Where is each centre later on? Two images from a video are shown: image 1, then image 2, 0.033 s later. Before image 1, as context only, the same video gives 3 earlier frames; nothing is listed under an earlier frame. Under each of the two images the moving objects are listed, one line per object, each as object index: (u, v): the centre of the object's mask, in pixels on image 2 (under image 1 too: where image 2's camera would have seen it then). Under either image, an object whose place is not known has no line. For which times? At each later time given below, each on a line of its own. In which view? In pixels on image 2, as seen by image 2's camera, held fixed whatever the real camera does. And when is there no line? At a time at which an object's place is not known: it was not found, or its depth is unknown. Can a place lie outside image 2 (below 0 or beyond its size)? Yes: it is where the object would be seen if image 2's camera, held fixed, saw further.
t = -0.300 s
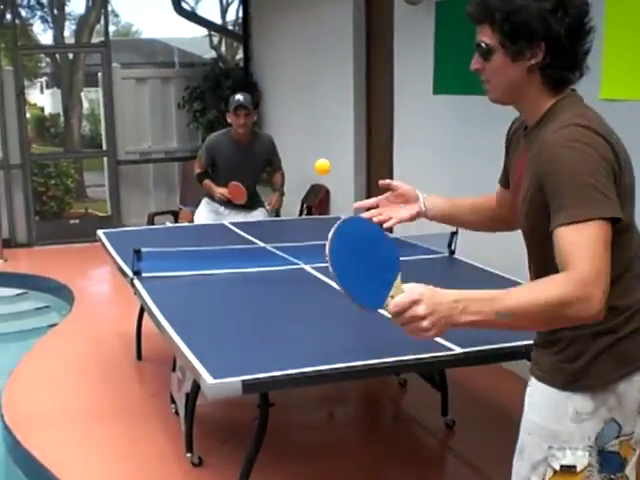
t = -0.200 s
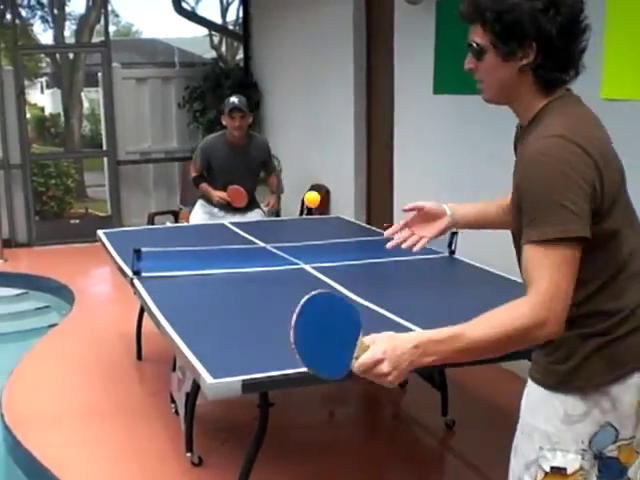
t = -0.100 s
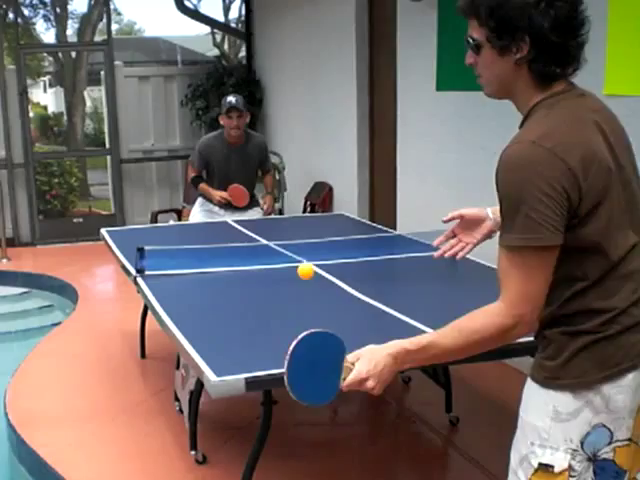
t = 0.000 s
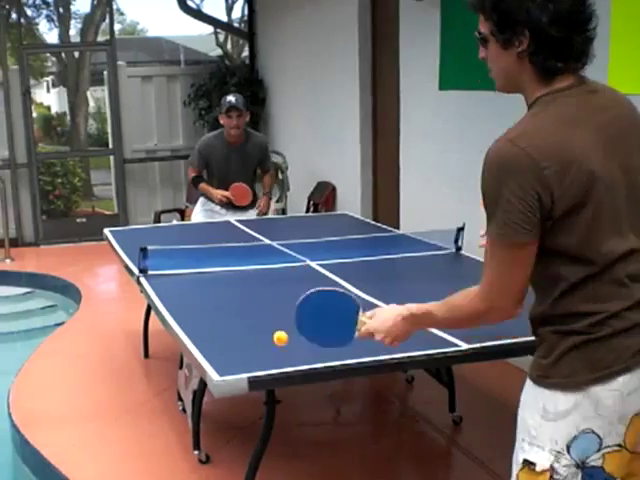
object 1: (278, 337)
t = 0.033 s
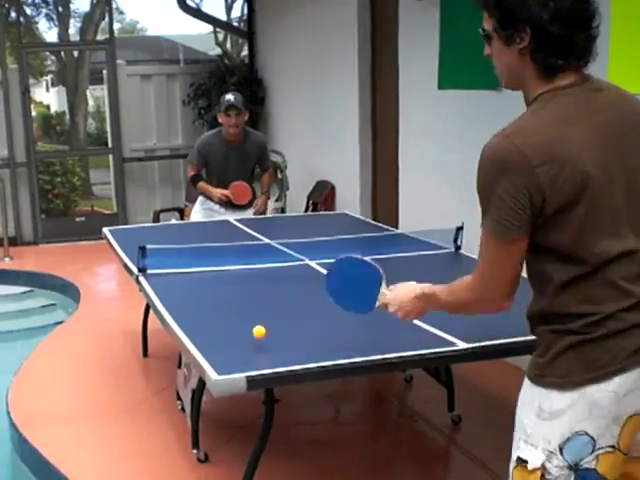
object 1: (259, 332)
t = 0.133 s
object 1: (215, 265)
